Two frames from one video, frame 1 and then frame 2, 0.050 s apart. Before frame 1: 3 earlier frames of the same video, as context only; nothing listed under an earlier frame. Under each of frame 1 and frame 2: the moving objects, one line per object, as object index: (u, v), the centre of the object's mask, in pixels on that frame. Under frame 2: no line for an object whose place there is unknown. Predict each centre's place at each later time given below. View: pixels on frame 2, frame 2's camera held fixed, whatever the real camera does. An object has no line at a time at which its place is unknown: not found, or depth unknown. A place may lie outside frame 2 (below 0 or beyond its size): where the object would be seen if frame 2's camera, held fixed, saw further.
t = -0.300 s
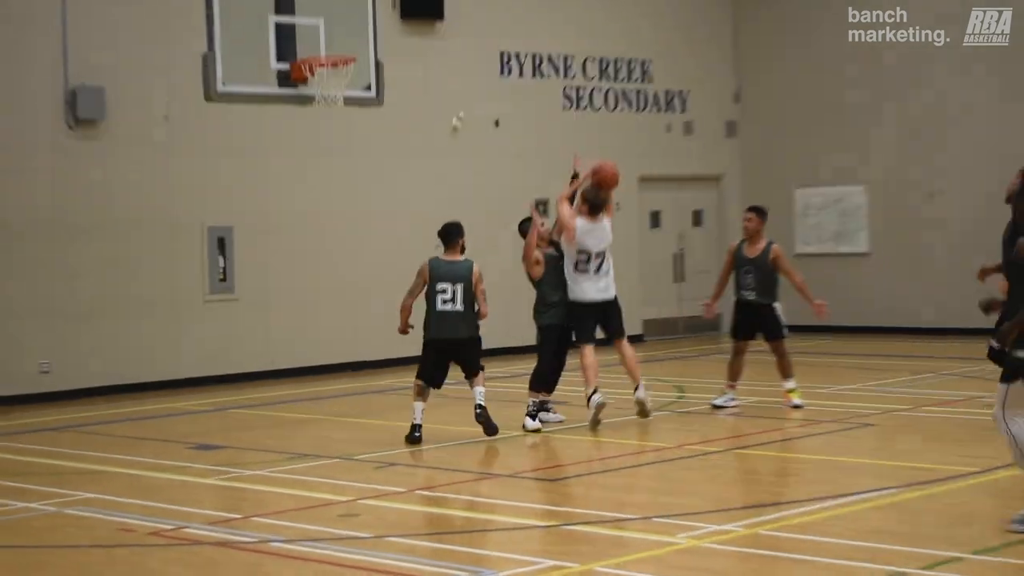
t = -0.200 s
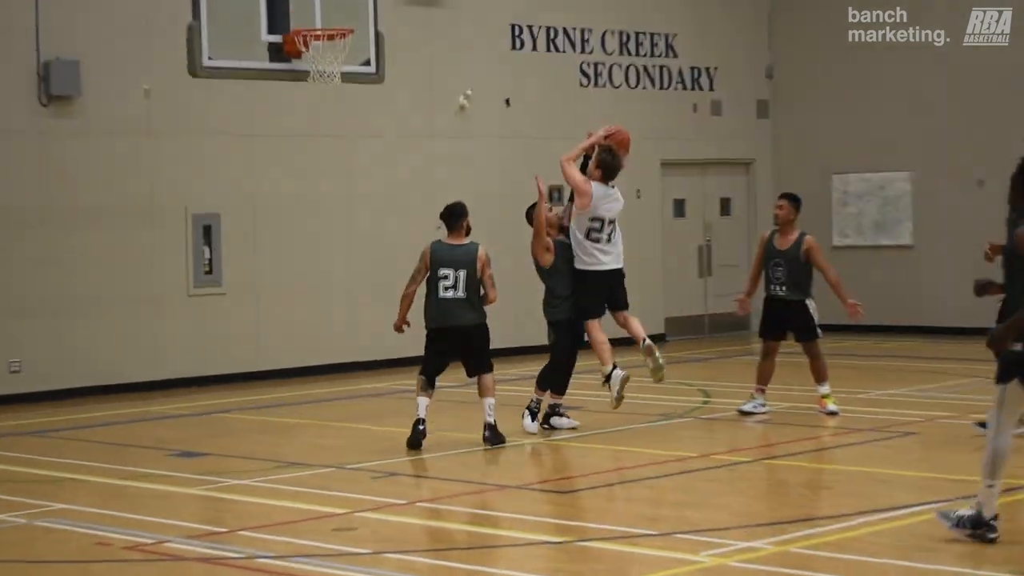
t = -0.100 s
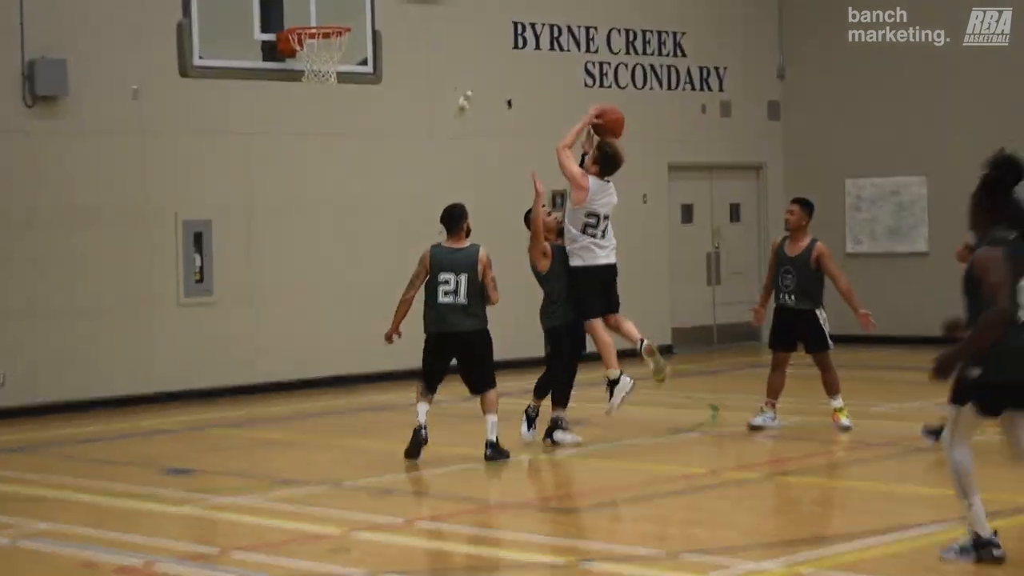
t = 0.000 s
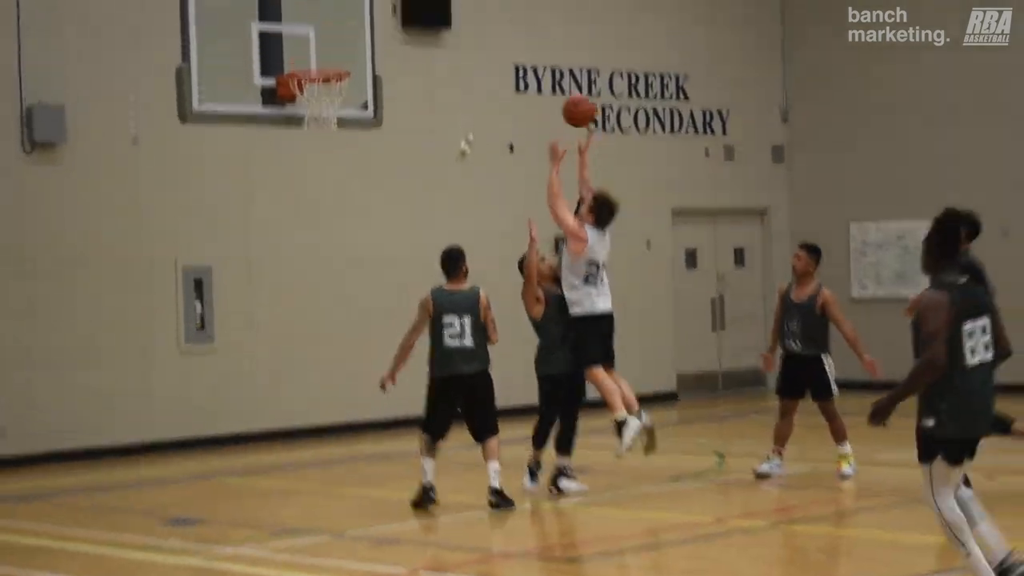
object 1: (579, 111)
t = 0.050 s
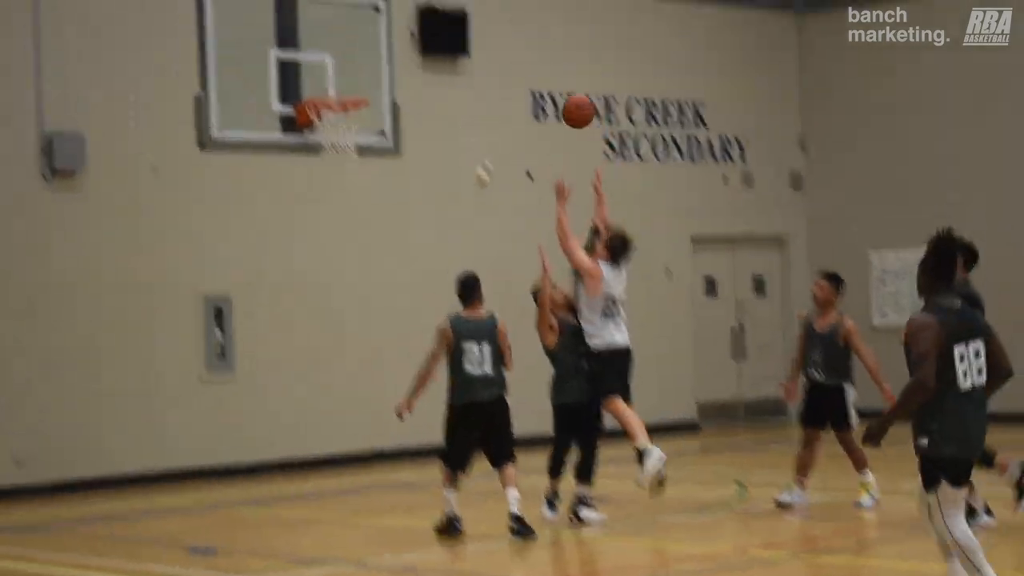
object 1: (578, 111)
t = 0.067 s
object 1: (572, 103)
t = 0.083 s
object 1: (564, 96)
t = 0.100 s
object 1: (557, 88)
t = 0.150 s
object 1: (539, 69)
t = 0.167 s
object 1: (534, 63)
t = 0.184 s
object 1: (528, 59)
